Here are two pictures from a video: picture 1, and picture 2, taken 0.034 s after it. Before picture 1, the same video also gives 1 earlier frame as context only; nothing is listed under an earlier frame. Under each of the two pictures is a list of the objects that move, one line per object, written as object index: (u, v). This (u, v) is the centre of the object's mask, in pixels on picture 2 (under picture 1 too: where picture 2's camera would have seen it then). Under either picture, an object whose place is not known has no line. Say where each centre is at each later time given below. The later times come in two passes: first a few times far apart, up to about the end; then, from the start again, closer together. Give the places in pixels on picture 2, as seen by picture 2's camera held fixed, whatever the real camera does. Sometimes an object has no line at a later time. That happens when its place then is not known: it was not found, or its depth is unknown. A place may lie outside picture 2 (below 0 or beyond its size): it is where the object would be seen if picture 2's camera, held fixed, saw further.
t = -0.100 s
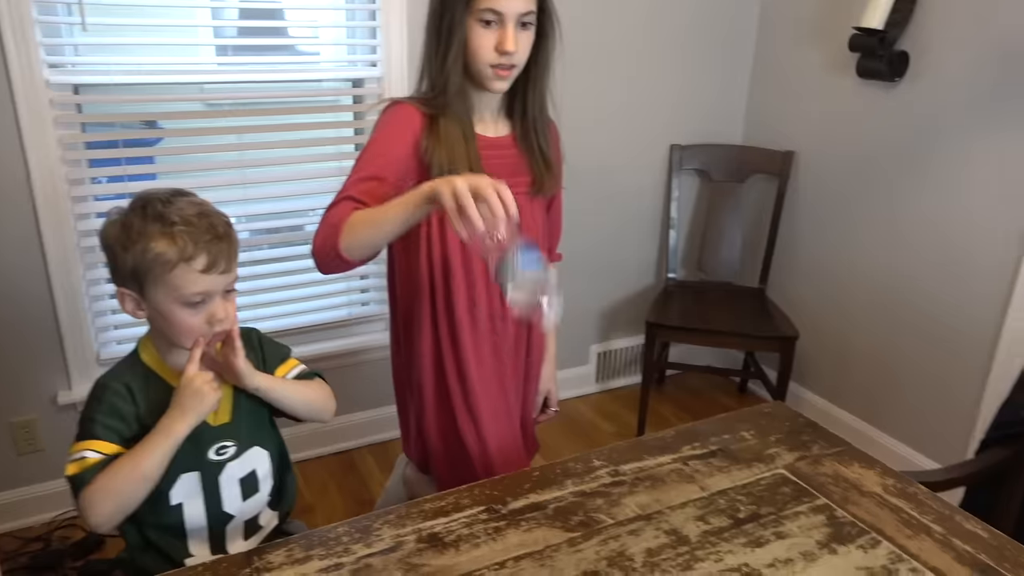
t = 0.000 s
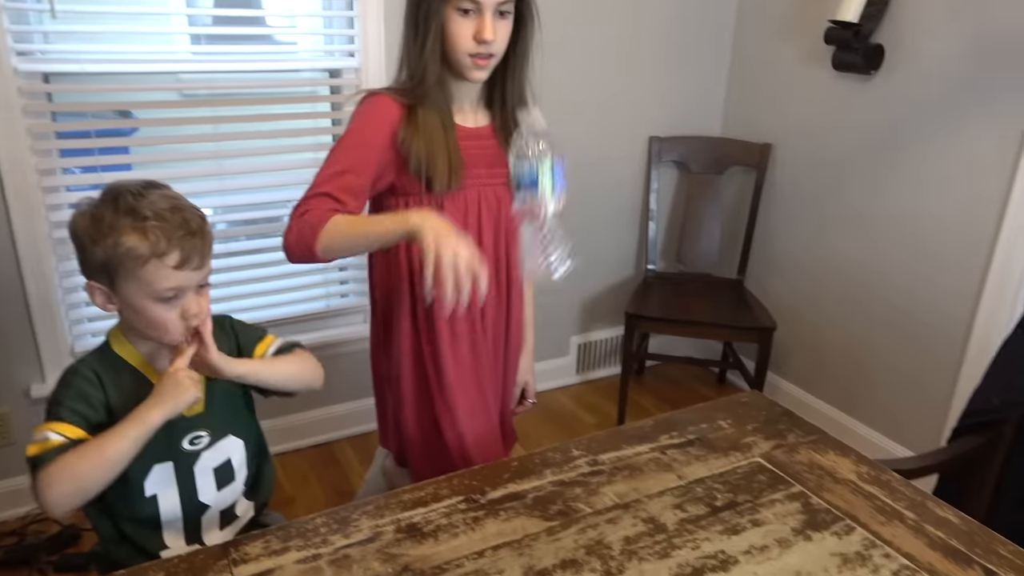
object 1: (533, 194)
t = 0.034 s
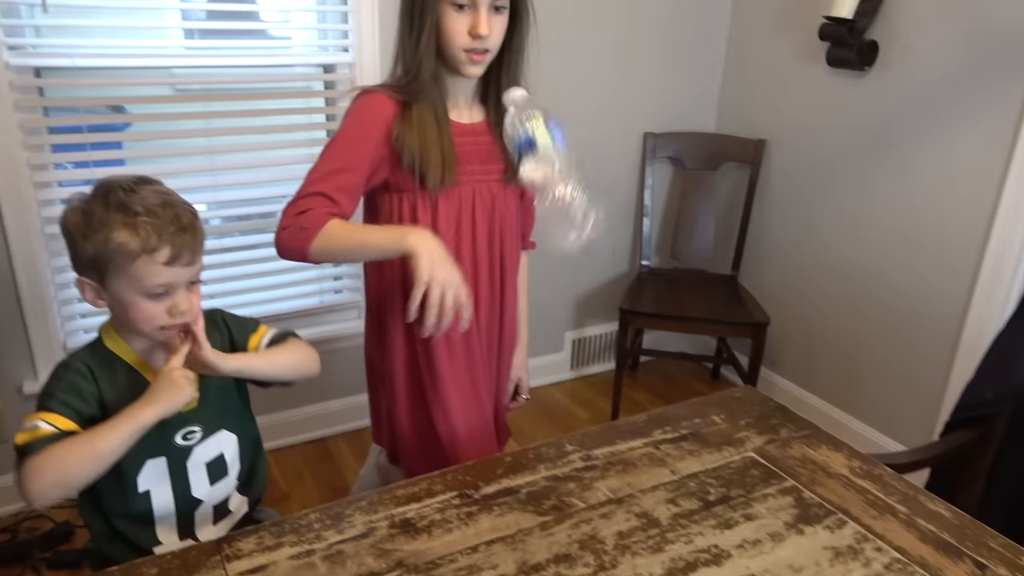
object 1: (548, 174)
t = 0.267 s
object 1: (596, 248)
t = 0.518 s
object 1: (611, 471)
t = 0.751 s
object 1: (617, 480)
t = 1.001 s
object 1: (628, 491)
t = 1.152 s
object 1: (668, 573)
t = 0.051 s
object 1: (555, 163)
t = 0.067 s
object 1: (563, 155)
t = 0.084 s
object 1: (570, 147)
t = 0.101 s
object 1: (575, 142)
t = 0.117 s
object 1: (578, 139)
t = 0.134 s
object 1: (580, 139)
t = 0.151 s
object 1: (583, 143)
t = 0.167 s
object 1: (585, 150)
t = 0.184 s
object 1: (587, 160)
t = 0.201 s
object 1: (589, 172)
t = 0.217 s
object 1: (591, 187)
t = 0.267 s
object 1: (596, 248)
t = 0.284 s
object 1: (598, 270)
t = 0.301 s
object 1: (598, 299)
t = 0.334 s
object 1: (601, 364)
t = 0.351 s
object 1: (602, 399)
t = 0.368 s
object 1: (603, 434)
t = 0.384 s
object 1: (603, 463)
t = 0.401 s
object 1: (605, 466)
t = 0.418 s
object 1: (607, 467)
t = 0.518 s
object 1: (611, 471)
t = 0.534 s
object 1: (612, 472)
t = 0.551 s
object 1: (613, 472)
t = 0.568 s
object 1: (614, 473)
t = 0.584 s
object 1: (614, 474)
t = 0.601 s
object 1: (615, 474)
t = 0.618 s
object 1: (615, 475)
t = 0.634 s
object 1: (615, 476)
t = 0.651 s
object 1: (615, 476)
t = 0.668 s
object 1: (615, 476)
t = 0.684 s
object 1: (615, 477)
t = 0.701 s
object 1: (615, 478)
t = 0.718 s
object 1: (615, 479)
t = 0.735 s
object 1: (616, 479)
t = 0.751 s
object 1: (617, 480)
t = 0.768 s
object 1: (618, 480)
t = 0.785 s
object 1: (619, 481)
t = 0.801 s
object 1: (619, 481)
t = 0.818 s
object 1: (619, 481)
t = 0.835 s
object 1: (619, 481)
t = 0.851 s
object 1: (619, 481)
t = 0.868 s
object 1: (619, 482)
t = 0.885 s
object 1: (619, 482)
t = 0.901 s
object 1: (619, 482)
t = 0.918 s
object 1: (619, 483)
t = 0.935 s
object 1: (620, 484)
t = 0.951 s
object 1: (621, 486)
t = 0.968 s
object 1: (623, 487)
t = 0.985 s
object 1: (625, 489)
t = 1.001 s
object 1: (628, 491)
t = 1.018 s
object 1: (631, 494)
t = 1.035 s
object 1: (634, 497)
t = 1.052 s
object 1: (639, 502)
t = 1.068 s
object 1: (644, 507)
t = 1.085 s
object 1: (649, 514)
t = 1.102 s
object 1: (655, 524)
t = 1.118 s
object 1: (662, 537)
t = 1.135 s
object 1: (664, 555)
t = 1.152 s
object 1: (668, 573)
